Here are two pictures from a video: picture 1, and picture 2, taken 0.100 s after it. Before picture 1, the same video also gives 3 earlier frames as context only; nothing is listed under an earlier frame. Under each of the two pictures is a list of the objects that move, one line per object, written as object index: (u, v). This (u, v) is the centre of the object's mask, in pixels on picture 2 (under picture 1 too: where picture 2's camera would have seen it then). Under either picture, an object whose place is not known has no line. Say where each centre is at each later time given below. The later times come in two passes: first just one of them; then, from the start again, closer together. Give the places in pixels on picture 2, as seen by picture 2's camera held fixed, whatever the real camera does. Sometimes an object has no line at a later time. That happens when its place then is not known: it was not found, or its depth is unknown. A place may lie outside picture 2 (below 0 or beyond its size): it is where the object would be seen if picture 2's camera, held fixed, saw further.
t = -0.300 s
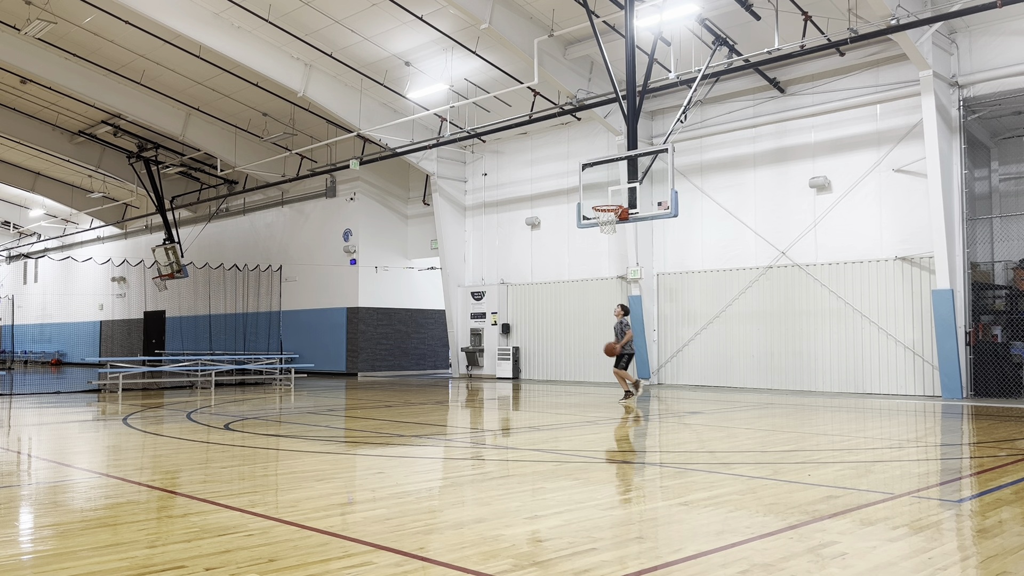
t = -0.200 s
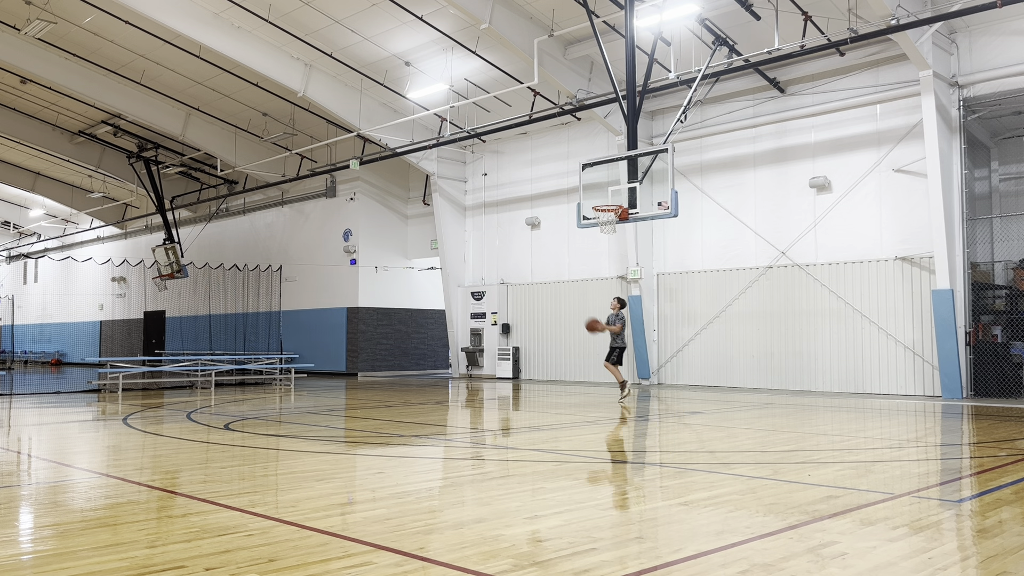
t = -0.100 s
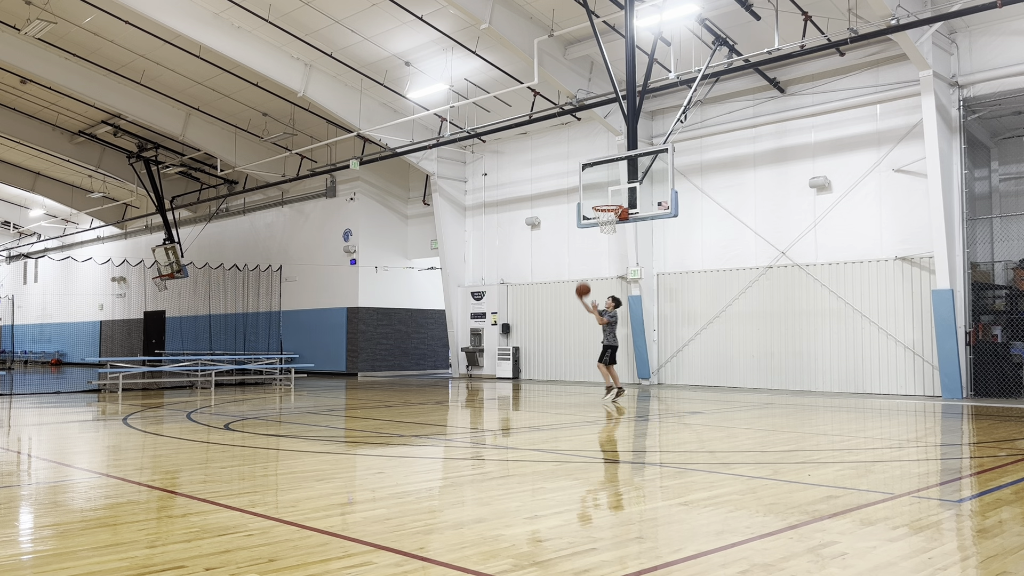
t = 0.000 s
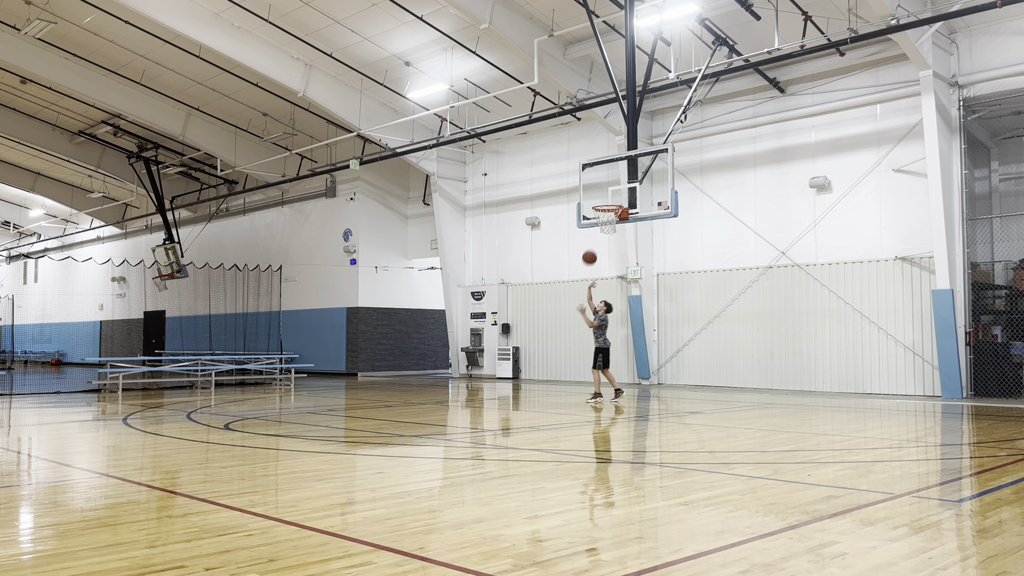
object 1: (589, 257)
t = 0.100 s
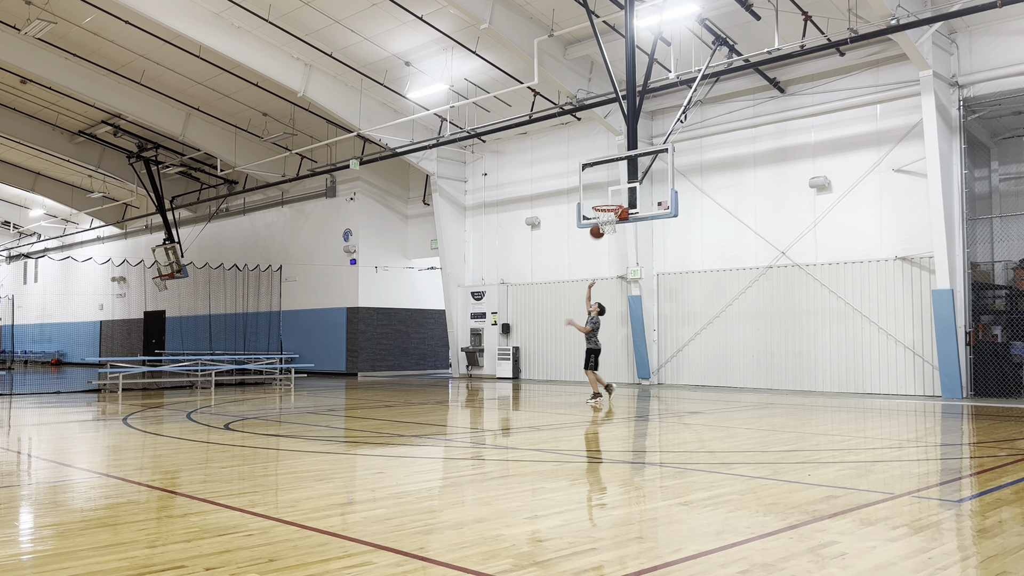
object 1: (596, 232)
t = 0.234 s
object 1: (602, 221)
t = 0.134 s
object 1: (596, 225)
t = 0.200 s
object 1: (603, 219)
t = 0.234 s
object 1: (602, 221)
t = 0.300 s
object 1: (595, 229)
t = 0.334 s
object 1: (594, 233)
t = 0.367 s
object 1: (591, 238)
